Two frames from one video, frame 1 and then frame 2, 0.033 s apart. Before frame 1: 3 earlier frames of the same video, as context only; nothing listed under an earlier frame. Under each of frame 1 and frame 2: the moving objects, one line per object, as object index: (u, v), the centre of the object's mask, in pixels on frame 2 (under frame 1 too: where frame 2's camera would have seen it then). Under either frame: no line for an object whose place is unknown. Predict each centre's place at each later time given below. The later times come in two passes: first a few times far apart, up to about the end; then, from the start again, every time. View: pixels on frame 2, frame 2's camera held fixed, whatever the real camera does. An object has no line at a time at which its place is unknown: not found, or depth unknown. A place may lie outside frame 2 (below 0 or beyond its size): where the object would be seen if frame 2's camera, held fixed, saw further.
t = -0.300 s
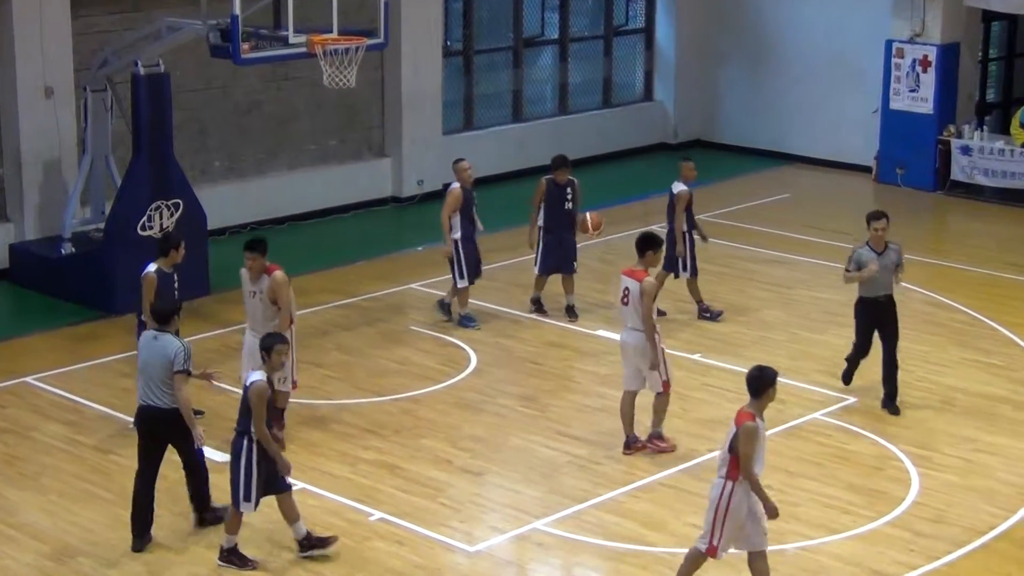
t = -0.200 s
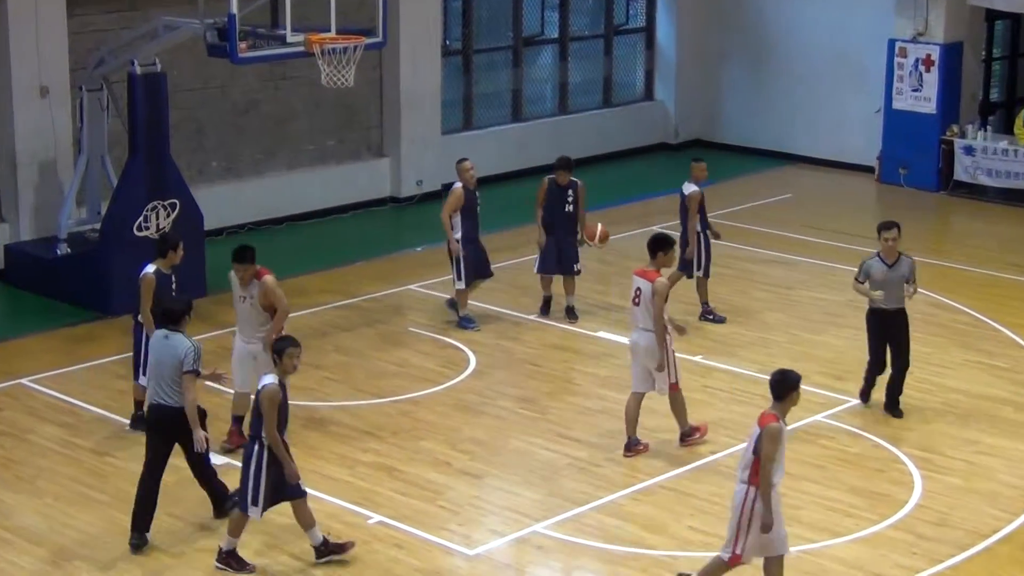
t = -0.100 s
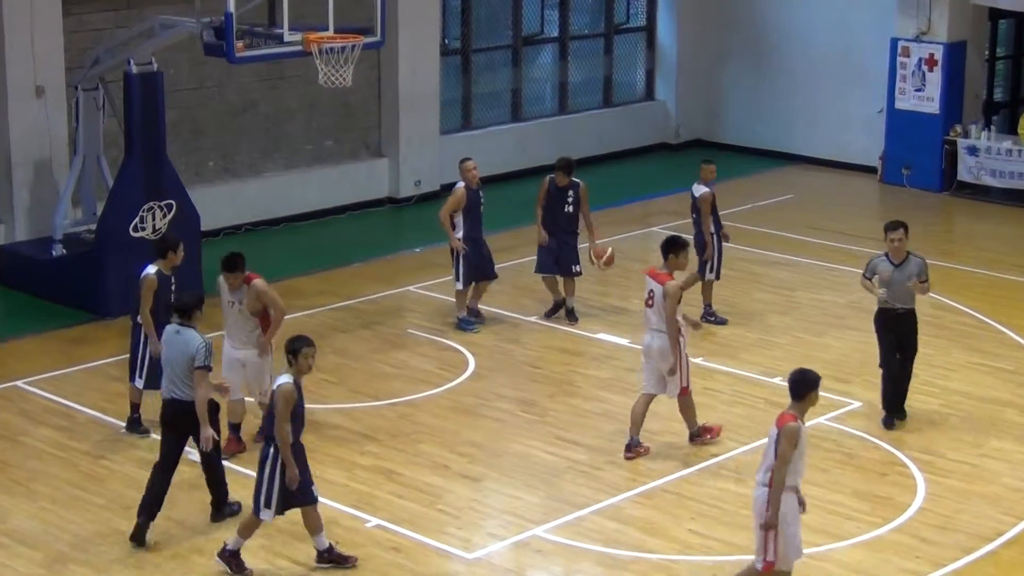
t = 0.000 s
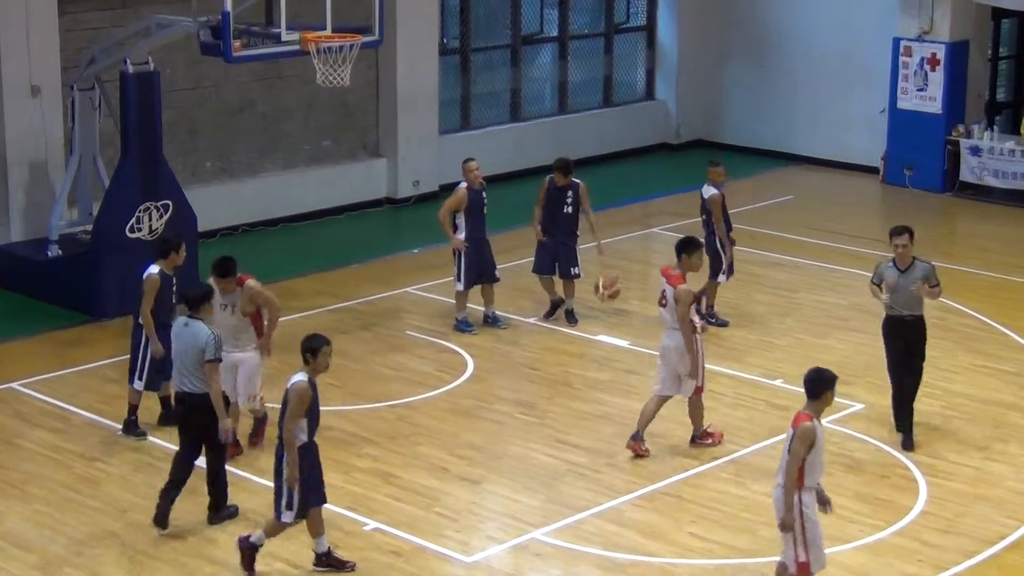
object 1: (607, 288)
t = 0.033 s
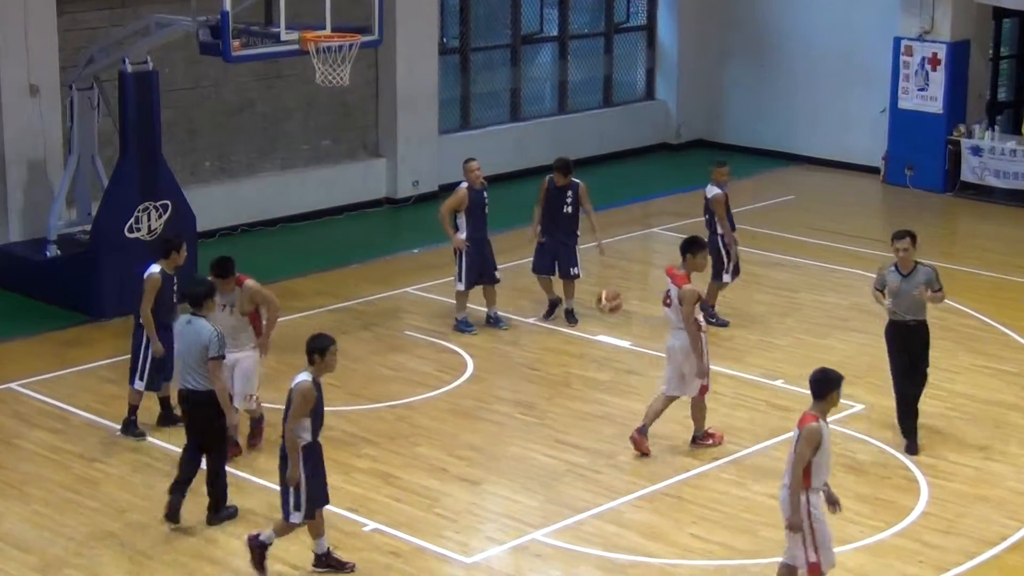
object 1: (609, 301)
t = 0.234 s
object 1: (620, 335)
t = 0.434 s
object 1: (632, 281)
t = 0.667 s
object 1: (646, 270)
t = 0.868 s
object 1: (656, 305)
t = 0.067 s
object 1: (610, 314)
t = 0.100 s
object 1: (612, 329)
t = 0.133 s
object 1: (613, 345)
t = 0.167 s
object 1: (615, 360)
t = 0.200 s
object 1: (617, 347)
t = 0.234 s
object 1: (620, 335)
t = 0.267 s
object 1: (621, 323)
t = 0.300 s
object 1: (623, 313)
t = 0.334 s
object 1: (625, 303)
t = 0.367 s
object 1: (627, 295)
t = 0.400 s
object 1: (629, 288)
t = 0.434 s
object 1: (632, 281)
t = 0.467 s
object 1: (634, 276)
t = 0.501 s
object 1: (636, 273)
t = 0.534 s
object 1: (638, 271)
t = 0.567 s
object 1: (640, 269)
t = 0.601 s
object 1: (642, 269)
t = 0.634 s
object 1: (643, 269)
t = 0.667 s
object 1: (646, 270)
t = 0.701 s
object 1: (648, 273)
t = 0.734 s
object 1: (649, 277)
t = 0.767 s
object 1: (651, 282)
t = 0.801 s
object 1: (653, 288)
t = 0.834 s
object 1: (654, 296)
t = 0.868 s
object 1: (656, 305)
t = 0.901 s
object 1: (657, 314)
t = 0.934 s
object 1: (658, 325)
